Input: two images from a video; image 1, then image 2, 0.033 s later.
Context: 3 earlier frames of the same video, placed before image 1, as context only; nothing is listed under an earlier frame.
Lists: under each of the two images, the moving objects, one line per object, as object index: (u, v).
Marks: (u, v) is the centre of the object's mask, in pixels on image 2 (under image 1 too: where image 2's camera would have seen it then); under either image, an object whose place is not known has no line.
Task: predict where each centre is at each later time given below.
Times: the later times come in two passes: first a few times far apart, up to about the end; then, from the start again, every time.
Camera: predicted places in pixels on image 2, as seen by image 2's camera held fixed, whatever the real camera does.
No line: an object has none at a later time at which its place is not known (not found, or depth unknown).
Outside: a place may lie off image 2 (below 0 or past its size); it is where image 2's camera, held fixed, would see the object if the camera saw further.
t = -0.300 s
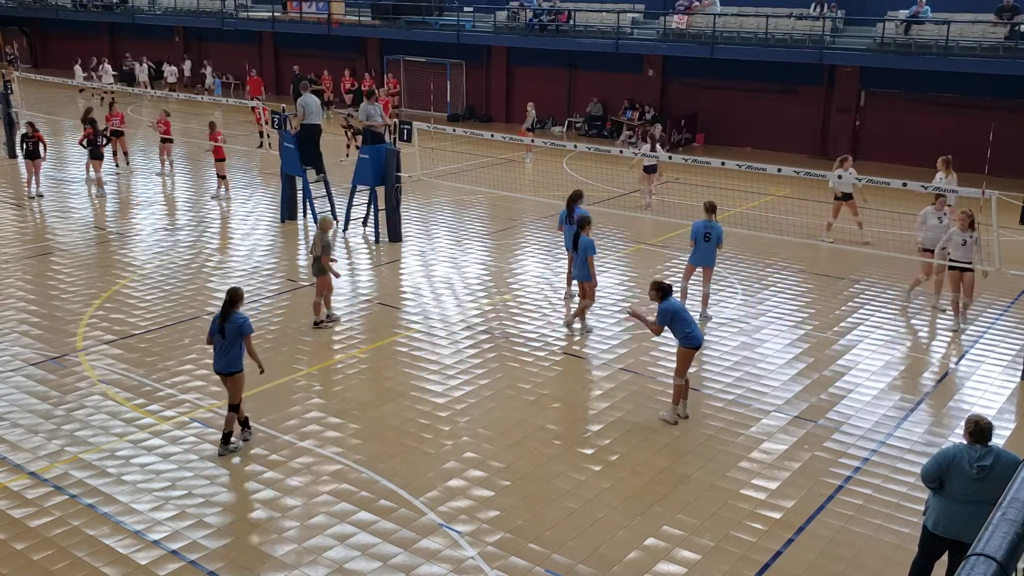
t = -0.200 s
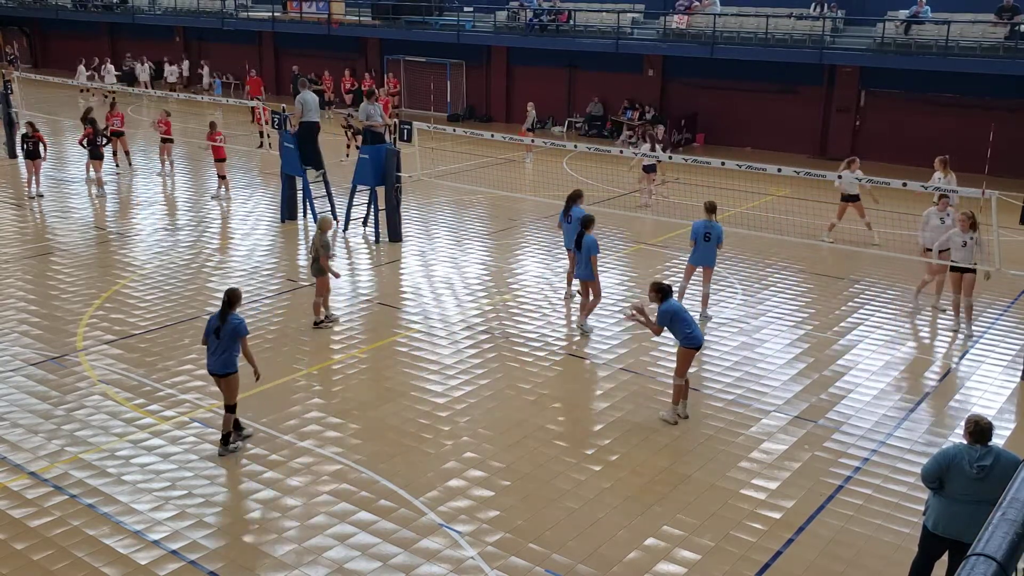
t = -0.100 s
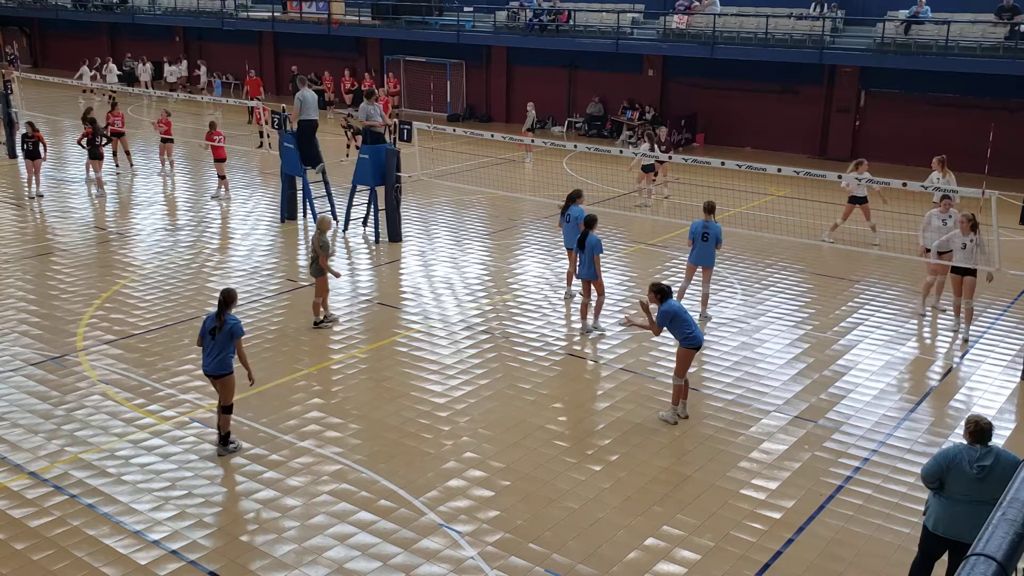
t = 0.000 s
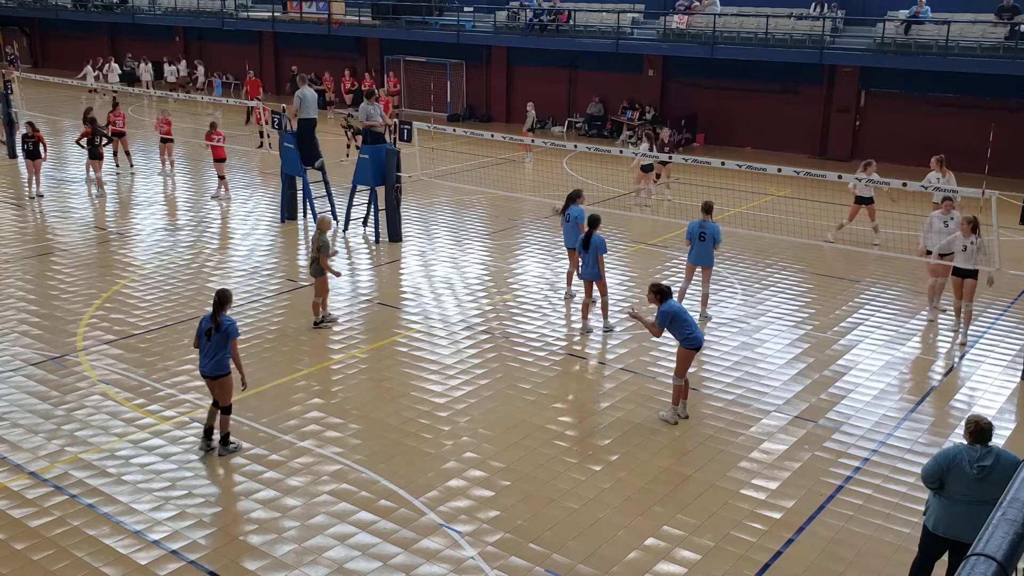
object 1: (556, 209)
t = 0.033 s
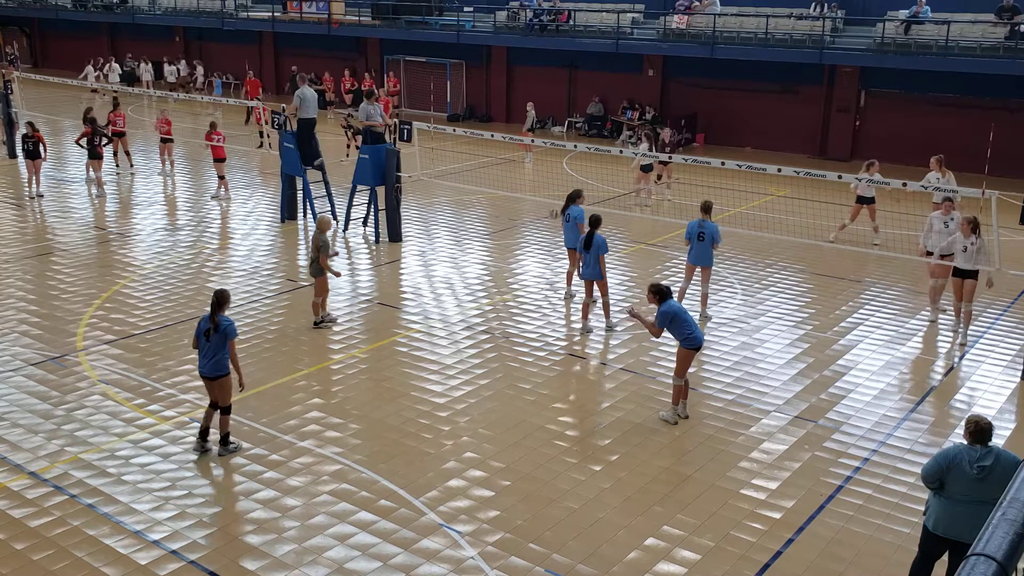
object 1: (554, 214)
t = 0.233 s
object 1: (540, 245)
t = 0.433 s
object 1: (525, 247)
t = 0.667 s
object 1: (506, 255)
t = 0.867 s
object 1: (488, 287)
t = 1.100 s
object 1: (467, 283)
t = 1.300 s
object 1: (447, 307)
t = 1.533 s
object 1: (424, 315)
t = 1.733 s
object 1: (402, 338)
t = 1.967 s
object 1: (374, 358)
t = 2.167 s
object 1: (349, 374)
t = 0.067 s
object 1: (552, 218)
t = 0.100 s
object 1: (549, 222)
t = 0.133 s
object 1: (547, 226)
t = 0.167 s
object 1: (545, 232)
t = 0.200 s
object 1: (542, 238)
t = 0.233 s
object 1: (540, 245)
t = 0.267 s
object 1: (538, 252)
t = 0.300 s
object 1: (535, 257)
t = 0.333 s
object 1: (532, 253)
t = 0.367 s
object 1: (530, 251)
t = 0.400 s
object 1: (527, 249)
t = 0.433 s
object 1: (525, 247)
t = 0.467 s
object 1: (522, 246)
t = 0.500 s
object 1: (520, 246)
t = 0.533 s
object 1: (517, 247)
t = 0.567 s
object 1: (514, 247)
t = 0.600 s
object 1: (511, 250)
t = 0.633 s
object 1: (509, 252)
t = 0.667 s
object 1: (506, 255)
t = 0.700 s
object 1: (503, 259)
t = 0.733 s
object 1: (500, 262)
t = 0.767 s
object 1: (497, 267)
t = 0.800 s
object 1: (494, 273)
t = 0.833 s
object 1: (491, 279)
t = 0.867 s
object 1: (488, 287)
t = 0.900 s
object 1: (485, 285)
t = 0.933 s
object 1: (482, 283)
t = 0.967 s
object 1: (479, 281)
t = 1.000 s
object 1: (476, 281)
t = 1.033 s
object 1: (473, 280)
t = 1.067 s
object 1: (470, 281)
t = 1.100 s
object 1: (467, 283)
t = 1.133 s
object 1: (463, 285)
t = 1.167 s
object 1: (460, 288)
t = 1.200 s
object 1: (457, 291)
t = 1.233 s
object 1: (454, 296)
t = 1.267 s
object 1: (450, 300)
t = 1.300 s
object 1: (447, 307)
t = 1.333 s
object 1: (444, 314)
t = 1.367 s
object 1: (440, 312)
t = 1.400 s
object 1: (437, 311)
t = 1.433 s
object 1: (434, 311)
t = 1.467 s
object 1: (430, 311)
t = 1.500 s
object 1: (427, 313)
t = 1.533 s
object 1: (424, 315)
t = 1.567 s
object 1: (420, 317)
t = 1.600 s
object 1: (417, 321)
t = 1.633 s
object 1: (413, 326)
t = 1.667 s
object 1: (410, 331)
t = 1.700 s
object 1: (406, 338)
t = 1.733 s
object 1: (402, 338)
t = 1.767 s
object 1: (399, 338)
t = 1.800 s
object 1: (395, 339)
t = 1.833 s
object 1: (391, 341)
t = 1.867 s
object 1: (387, 344)
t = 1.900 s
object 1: (383, 347)
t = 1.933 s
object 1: (379, 351)
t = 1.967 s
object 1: (374, 358)
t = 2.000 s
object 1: (371, 359)
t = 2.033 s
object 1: (366, 360)
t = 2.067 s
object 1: (362, 362)
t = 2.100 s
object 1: (357, 364)
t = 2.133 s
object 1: (353, 368)
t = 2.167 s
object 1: (349, 374)
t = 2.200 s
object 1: (344, 376)
